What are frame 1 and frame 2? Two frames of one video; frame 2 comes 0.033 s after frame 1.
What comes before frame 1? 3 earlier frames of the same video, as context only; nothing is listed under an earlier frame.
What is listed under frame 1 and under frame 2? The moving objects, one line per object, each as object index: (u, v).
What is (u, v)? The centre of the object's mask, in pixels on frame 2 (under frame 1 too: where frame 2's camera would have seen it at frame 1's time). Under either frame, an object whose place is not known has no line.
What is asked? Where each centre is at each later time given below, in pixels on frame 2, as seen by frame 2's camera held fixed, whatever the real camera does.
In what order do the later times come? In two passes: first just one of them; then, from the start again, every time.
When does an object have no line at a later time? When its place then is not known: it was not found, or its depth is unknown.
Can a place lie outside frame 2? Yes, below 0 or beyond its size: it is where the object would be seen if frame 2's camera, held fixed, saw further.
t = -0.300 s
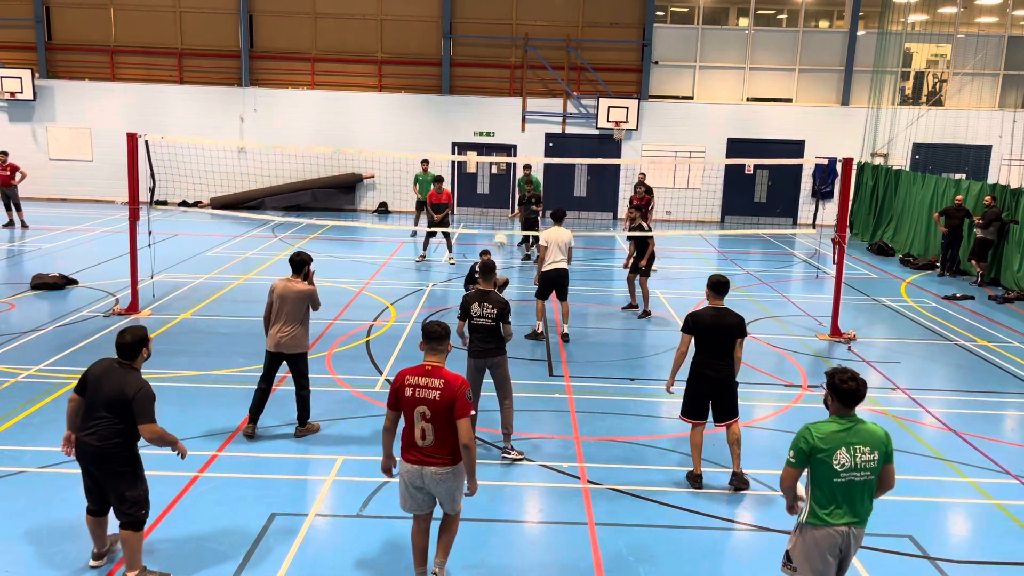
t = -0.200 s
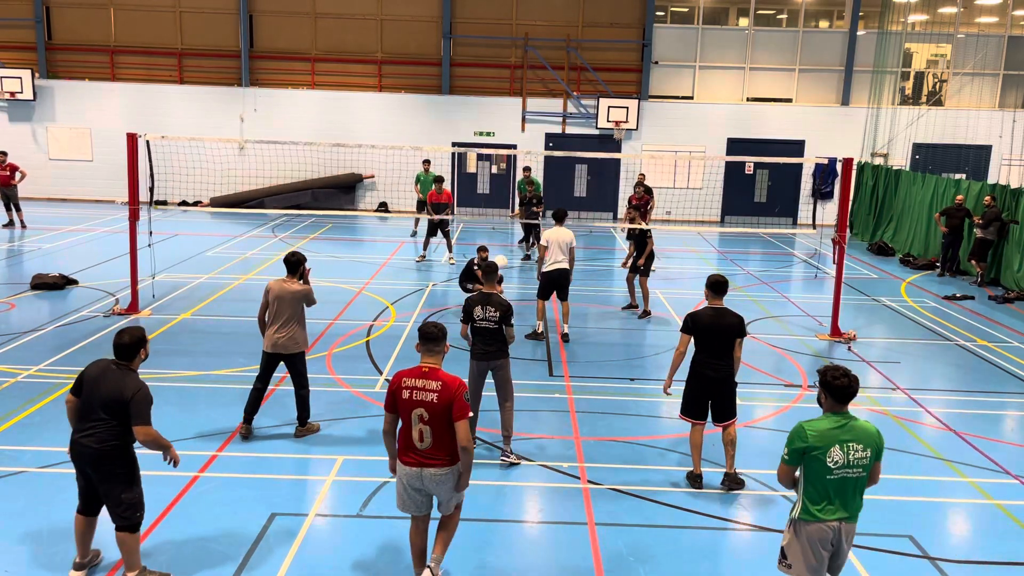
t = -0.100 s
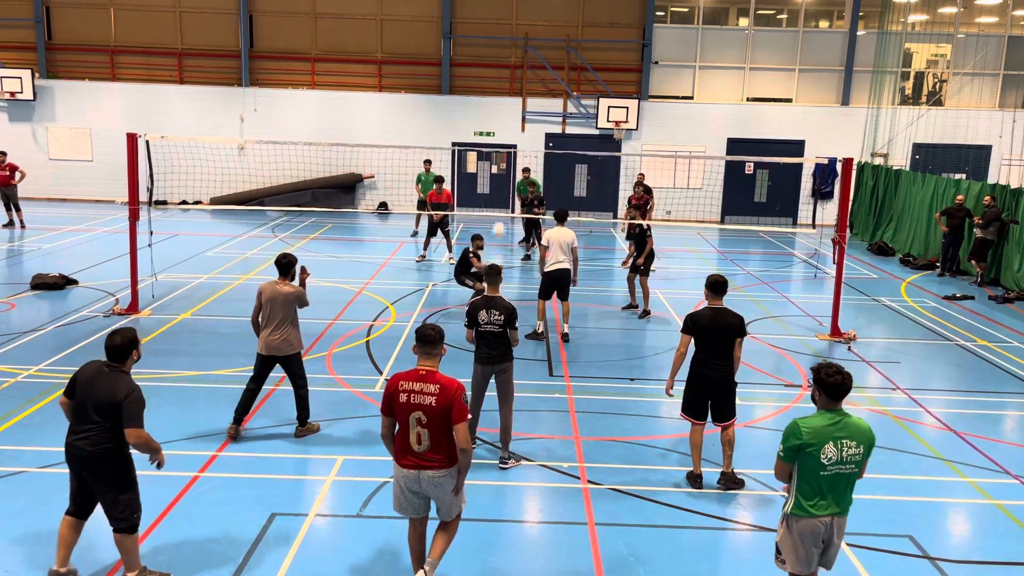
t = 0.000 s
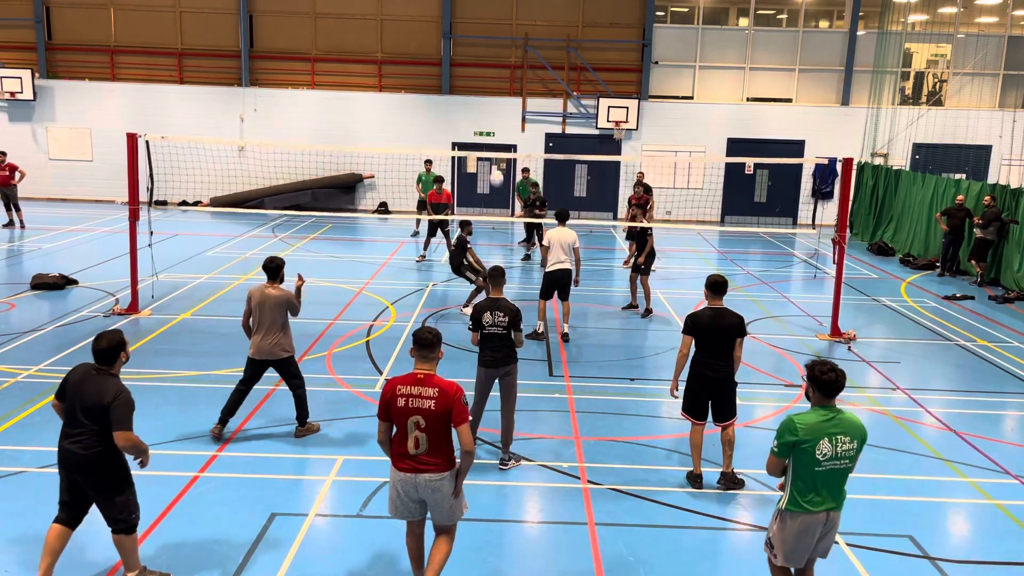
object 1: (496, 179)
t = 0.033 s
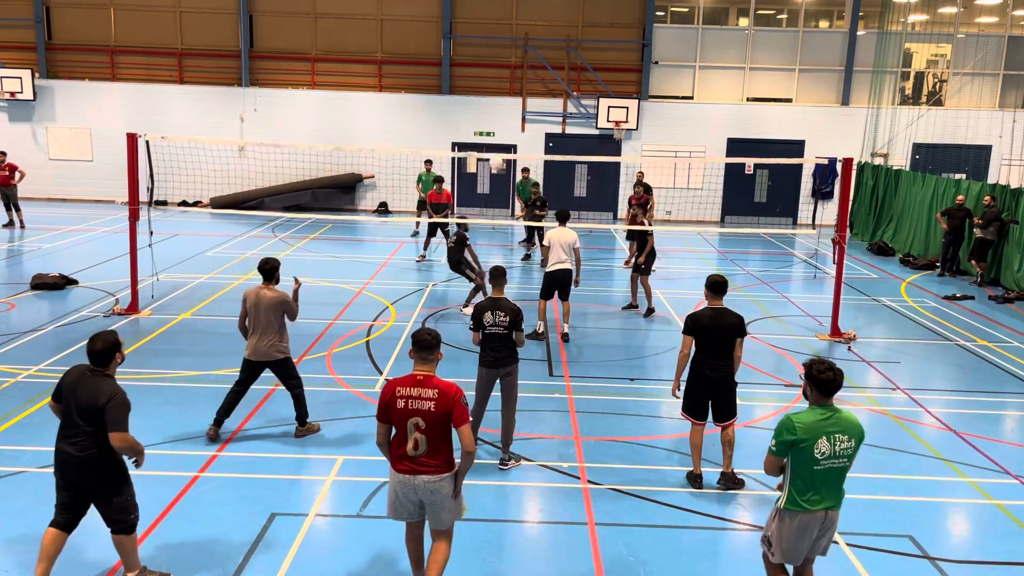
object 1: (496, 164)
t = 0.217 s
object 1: (491, 93)
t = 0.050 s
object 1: (495, 151)
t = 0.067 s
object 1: (495, 148)
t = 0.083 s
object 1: (495, 142)
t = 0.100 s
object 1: (494, 134)
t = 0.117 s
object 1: (493, 128)
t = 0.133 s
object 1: (493, 121)
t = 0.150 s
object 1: (493, 115)
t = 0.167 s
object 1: (492, 109)
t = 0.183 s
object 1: (492, 104)
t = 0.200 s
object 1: (492, 98)
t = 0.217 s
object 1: (491, 93)
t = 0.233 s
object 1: (491, 89)
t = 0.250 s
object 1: (490, 85)
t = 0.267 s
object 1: (490, 81)
